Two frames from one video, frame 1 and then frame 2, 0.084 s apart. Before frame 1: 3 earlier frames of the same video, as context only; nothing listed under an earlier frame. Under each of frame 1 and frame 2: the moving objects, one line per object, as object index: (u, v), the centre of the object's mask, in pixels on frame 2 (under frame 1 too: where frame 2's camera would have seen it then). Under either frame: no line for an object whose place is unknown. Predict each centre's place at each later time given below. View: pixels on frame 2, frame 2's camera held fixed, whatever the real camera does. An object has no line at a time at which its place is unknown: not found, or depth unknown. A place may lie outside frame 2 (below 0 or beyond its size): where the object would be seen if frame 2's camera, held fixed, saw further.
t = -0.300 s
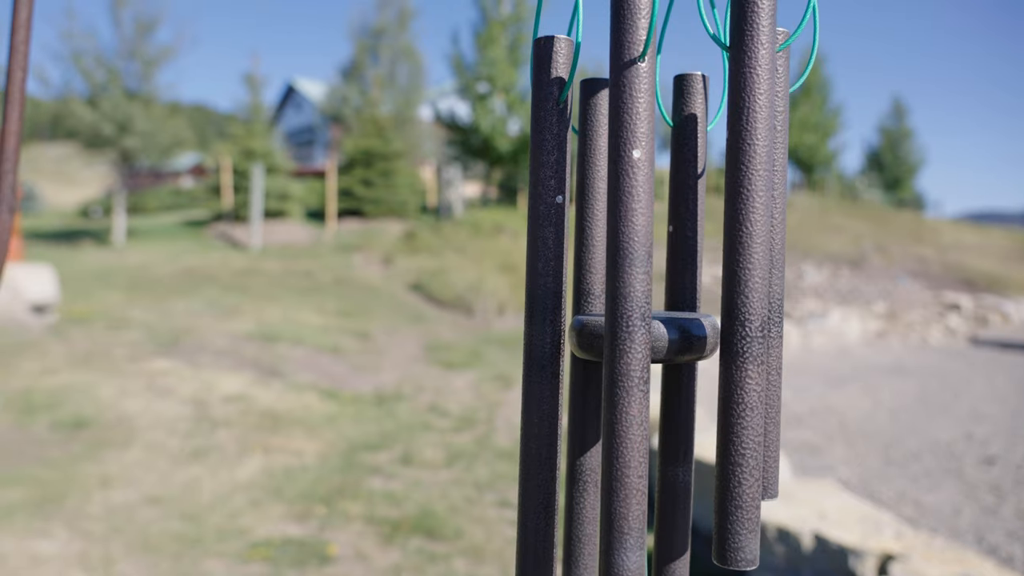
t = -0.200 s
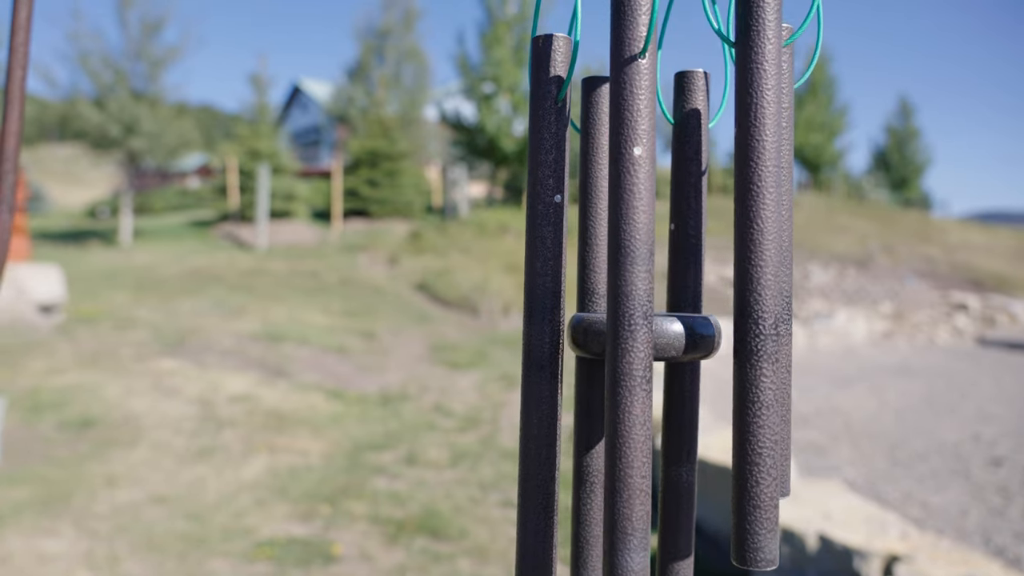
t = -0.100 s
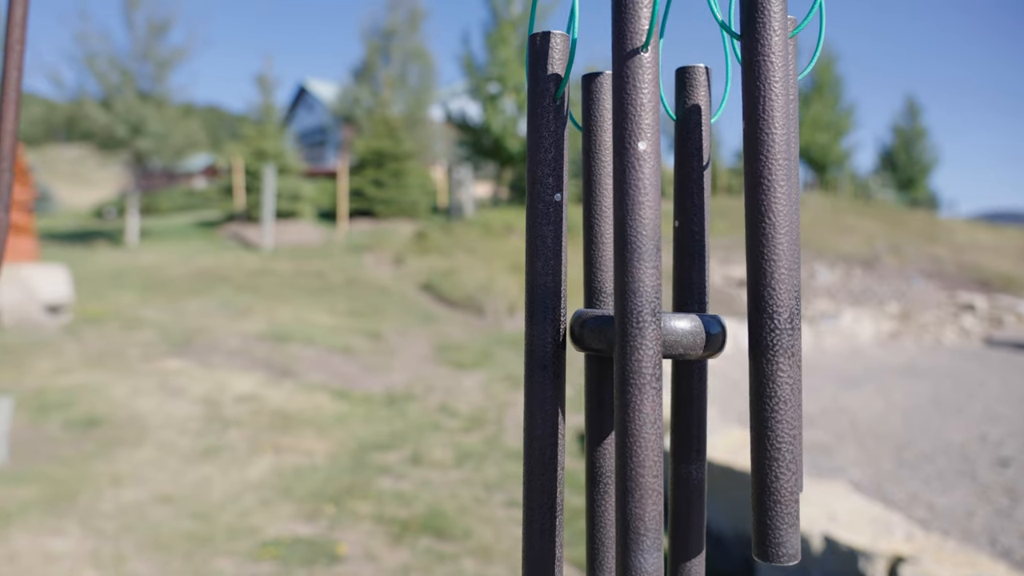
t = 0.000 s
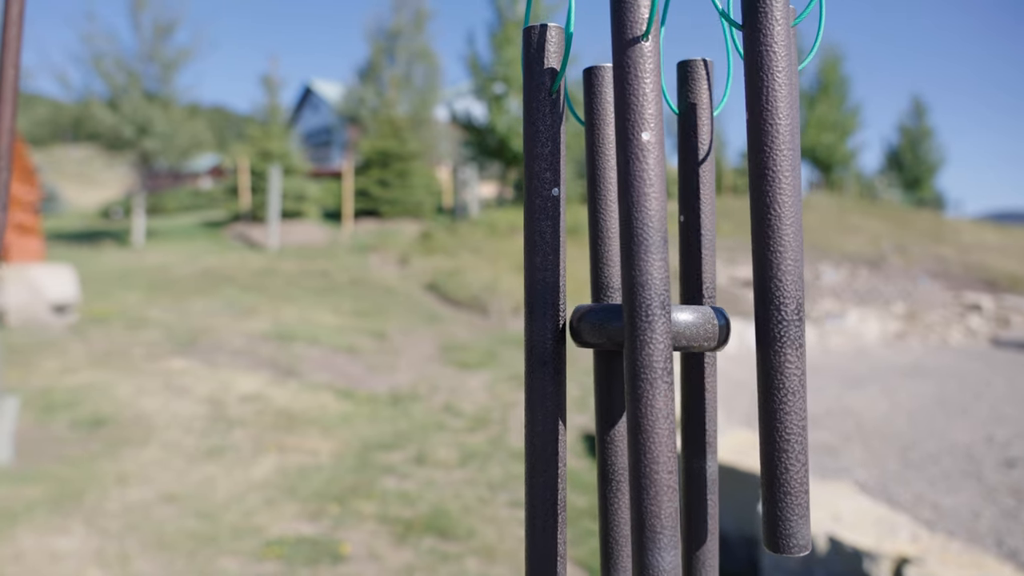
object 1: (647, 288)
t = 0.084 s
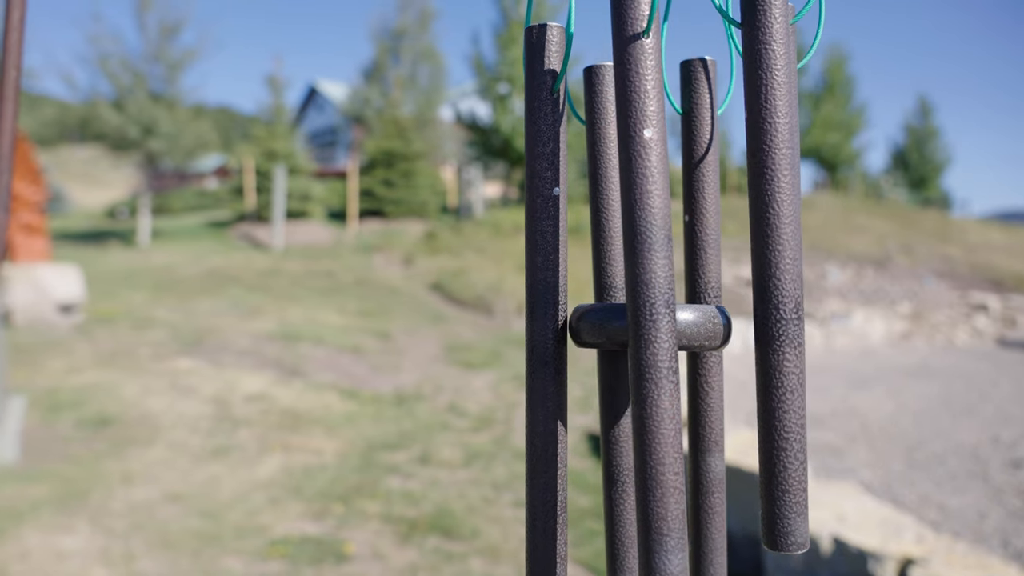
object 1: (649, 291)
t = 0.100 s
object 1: (650, 290)
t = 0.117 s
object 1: (651, 290)
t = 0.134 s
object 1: (651, 289)
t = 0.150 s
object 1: (649, 288)
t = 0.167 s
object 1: (648, 287)
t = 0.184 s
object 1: (646, 287)
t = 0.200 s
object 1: (645, 286)
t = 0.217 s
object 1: (643, 286)
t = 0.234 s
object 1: (640, 285)
